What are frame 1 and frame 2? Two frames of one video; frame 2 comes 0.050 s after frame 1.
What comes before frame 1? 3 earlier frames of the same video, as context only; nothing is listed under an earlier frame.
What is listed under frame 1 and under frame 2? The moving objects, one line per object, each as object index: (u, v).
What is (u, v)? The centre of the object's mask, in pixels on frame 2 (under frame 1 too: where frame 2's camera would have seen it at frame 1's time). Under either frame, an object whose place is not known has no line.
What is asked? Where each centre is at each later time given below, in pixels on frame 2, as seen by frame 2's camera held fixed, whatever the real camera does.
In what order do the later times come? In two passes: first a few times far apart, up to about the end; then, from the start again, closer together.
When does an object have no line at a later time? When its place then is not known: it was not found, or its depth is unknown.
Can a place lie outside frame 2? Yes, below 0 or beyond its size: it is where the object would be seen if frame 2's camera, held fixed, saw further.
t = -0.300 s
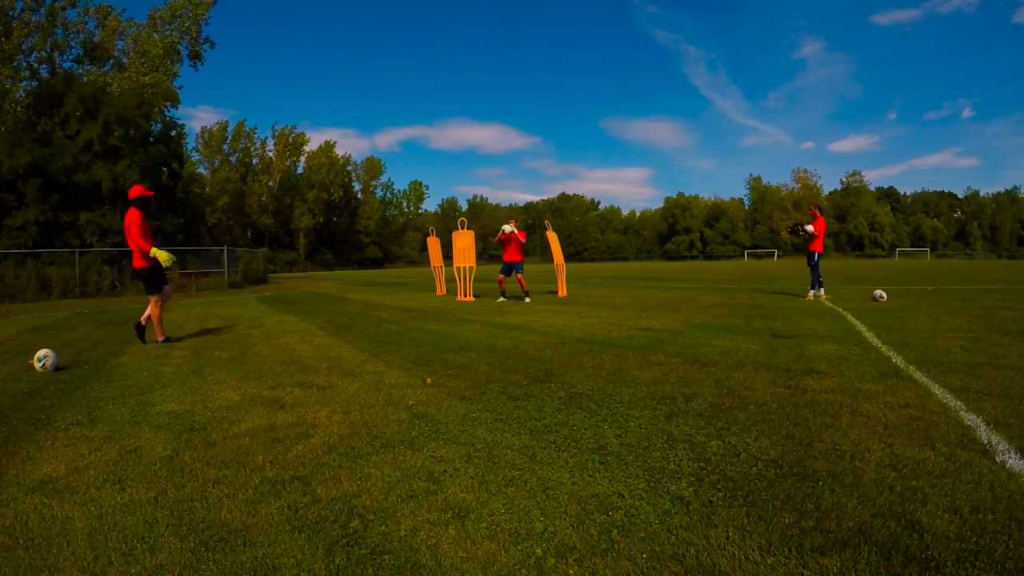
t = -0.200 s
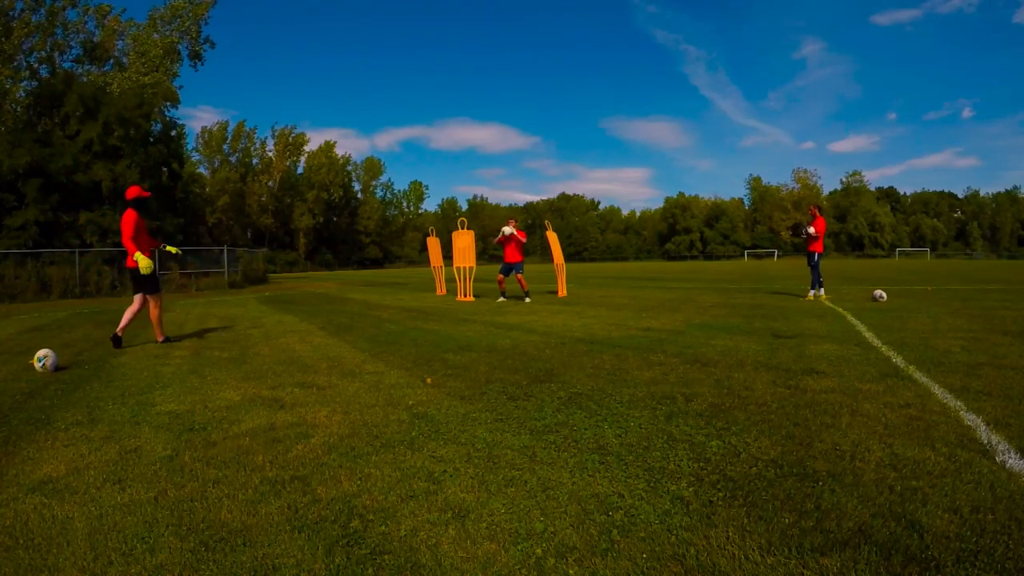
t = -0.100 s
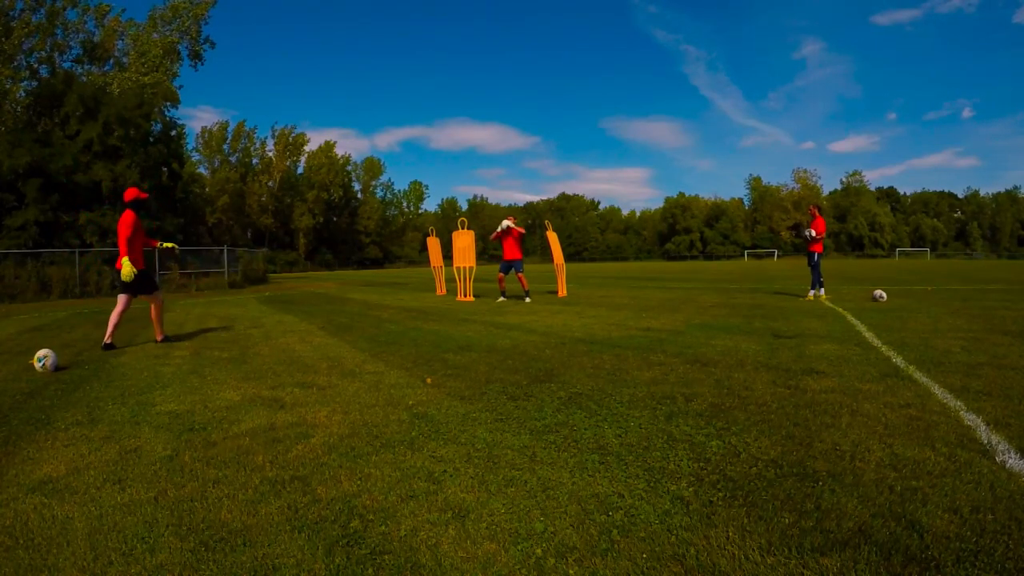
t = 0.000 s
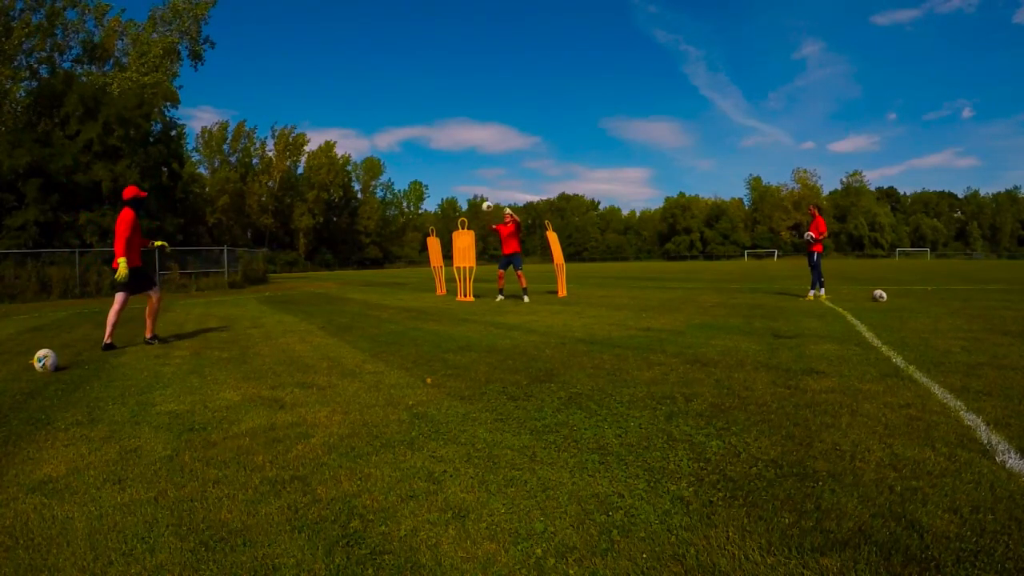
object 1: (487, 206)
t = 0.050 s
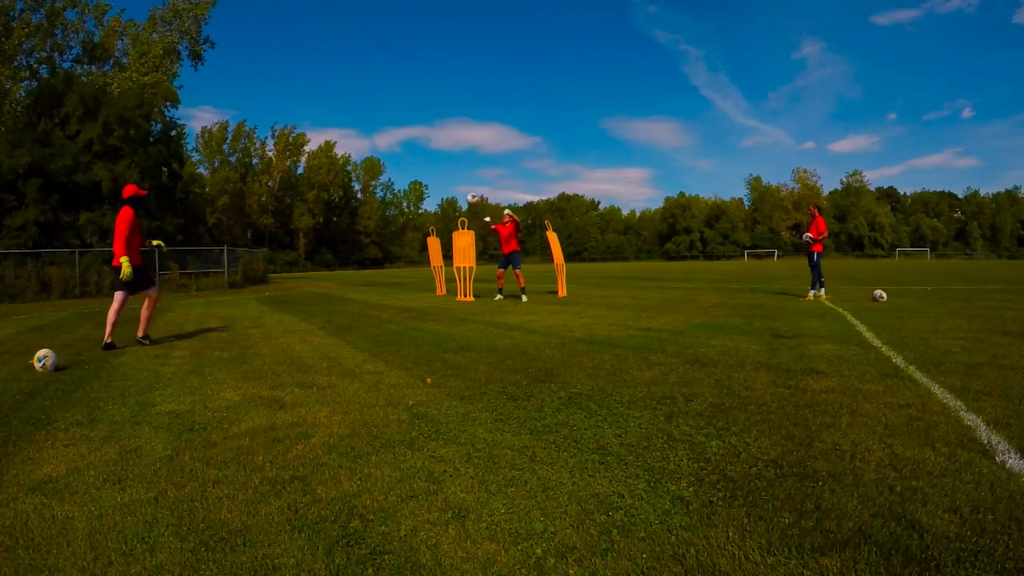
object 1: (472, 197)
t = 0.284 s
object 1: (386, 173)
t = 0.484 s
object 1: (288, 175)
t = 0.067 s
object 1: (466, 196)
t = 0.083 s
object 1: (461, 193)
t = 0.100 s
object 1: (456, 191)
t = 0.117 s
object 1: (450, 189)
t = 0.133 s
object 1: (444, 187)
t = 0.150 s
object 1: (439, 185)
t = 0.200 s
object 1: (420, 179)
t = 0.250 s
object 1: (401, 175)
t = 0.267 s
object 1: (394, 173)
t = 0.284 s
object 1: (386, 173)
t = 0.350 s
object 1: (357, 170)
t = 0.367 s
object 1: (349, 169)
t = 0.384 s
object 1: (340, 169)
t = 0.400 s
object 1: (332, 169)
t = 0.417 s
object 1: (324, 170)
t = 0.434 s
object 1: (315, 171)
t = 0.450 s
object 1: (306, 172)
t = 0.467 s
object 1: (297, 173)
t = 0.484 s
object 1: (288, 175)
